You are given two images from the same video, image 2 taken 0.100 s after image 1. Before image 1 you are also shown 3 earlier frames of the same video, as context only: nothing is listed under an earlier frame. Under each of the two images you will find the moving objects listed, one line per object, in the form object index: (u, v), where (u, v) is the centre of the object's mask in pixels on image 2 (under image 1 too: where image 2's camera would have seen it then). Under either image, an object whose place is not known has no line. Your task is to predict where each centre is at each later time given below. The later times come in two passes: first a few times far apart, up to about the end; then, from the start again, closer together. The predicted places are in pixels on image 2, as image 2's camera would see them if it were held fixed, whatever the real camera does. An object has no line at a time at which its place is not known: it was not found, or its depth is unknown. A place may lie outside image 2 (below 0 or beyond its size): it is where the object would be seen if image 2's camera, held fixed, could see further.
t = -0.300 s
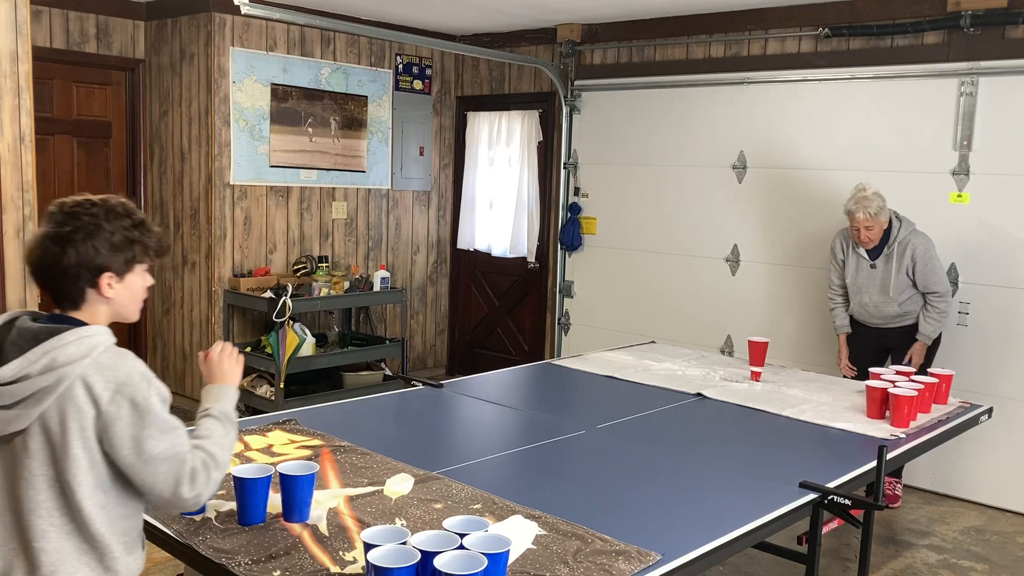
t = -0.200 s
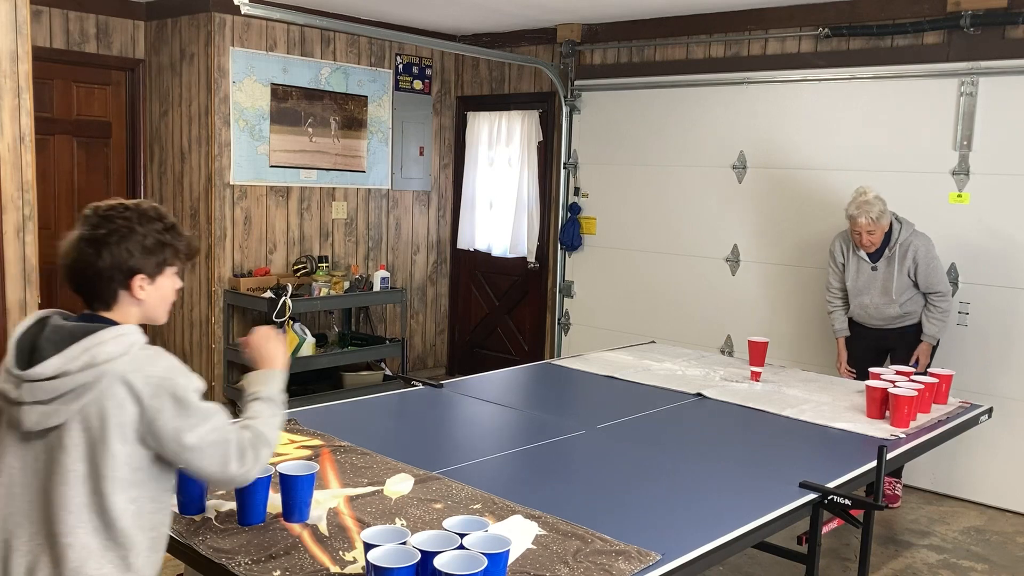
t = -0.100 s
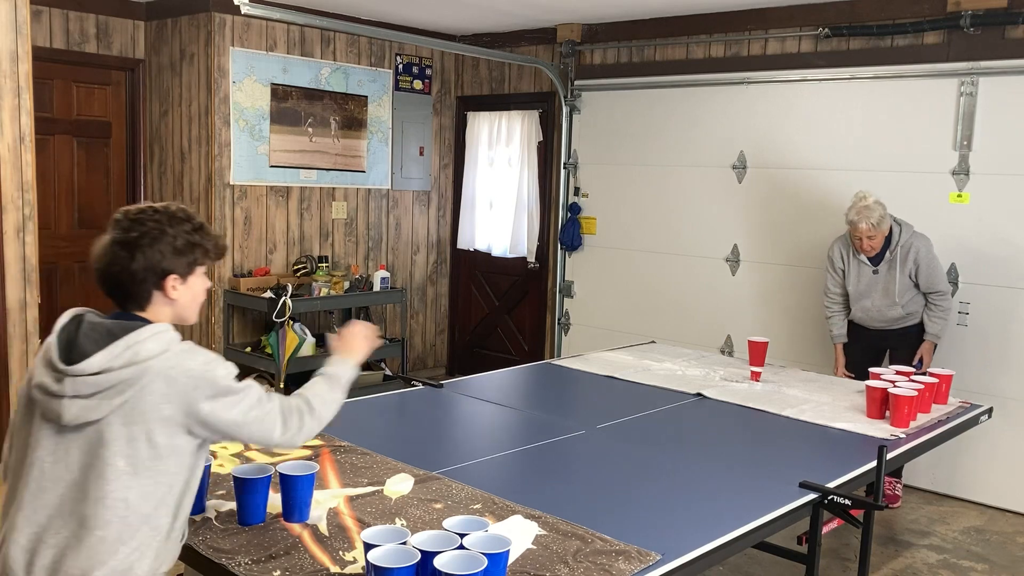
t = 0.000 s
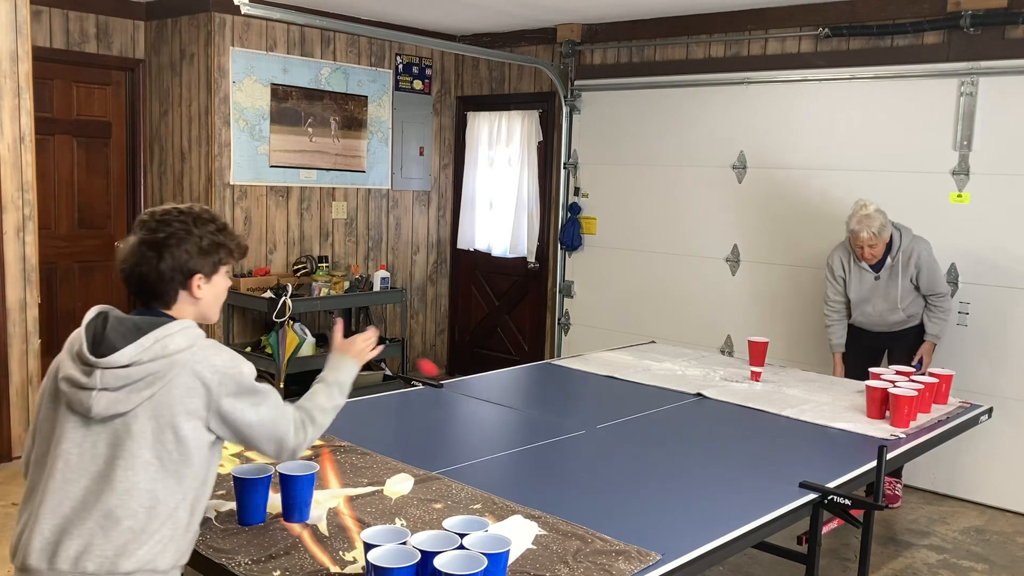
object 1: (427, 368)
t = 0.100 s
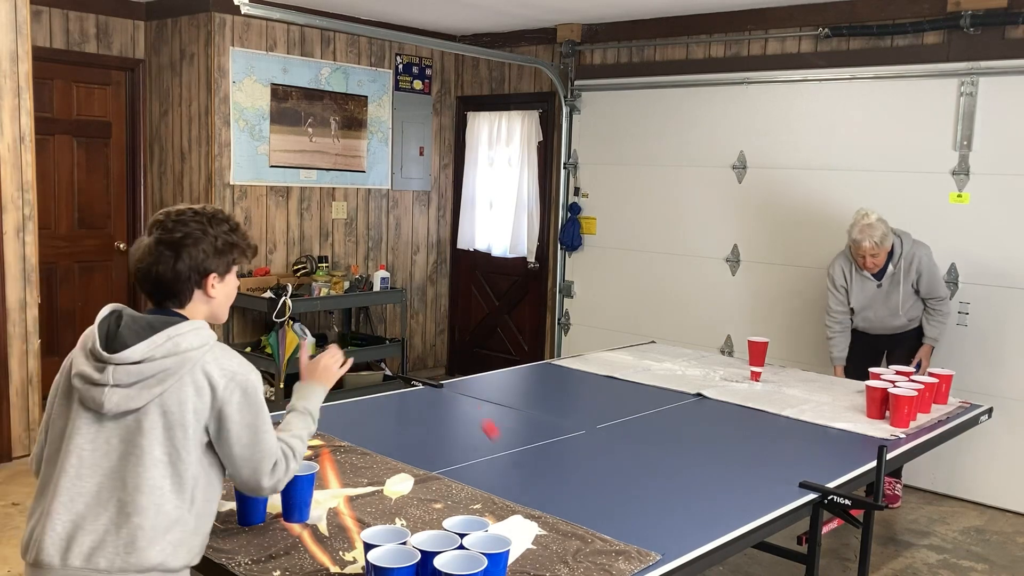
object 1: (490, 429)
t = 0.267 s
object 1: (551, 350)
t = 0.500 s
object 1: (612, 347)
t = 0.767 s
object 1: (665, 338)
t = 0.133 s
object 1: (506, 436)
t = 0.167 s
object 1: (519, 408)
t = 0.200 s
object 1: (530, 384)
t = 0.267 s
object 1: (551, 350)
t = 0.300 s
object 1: (560, 339)
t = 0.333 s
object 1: (570, 331)
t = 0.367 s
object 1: (579, 328)
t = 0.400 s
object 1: (588, 328)
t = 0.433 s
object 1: (596, 331)
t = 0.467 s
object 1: (604, 337)
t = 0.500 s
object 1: (612, 347)
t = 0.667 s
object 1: (645, 377)
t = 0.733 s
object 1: (659, 348)
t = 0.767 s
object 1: (665, 338)
